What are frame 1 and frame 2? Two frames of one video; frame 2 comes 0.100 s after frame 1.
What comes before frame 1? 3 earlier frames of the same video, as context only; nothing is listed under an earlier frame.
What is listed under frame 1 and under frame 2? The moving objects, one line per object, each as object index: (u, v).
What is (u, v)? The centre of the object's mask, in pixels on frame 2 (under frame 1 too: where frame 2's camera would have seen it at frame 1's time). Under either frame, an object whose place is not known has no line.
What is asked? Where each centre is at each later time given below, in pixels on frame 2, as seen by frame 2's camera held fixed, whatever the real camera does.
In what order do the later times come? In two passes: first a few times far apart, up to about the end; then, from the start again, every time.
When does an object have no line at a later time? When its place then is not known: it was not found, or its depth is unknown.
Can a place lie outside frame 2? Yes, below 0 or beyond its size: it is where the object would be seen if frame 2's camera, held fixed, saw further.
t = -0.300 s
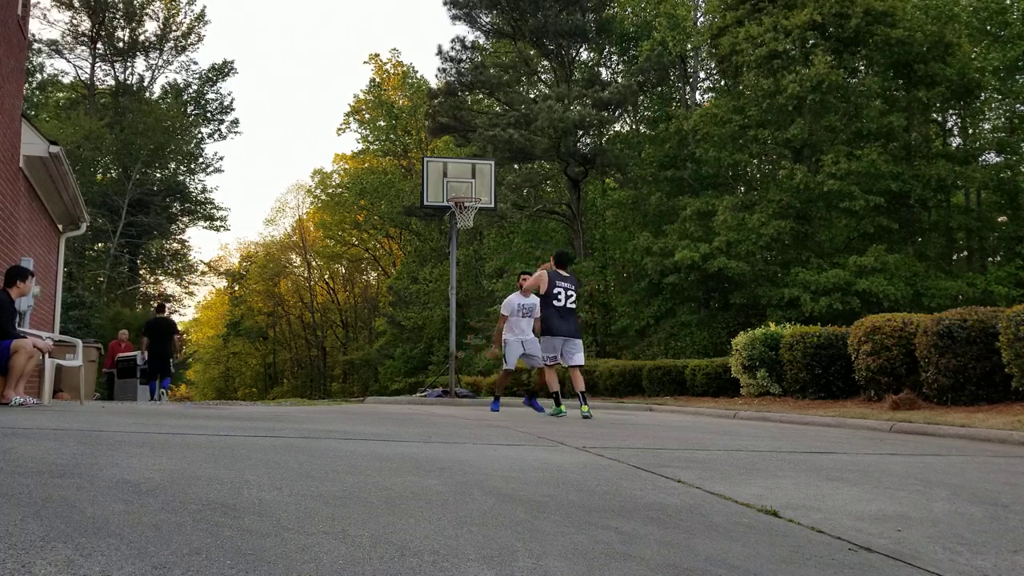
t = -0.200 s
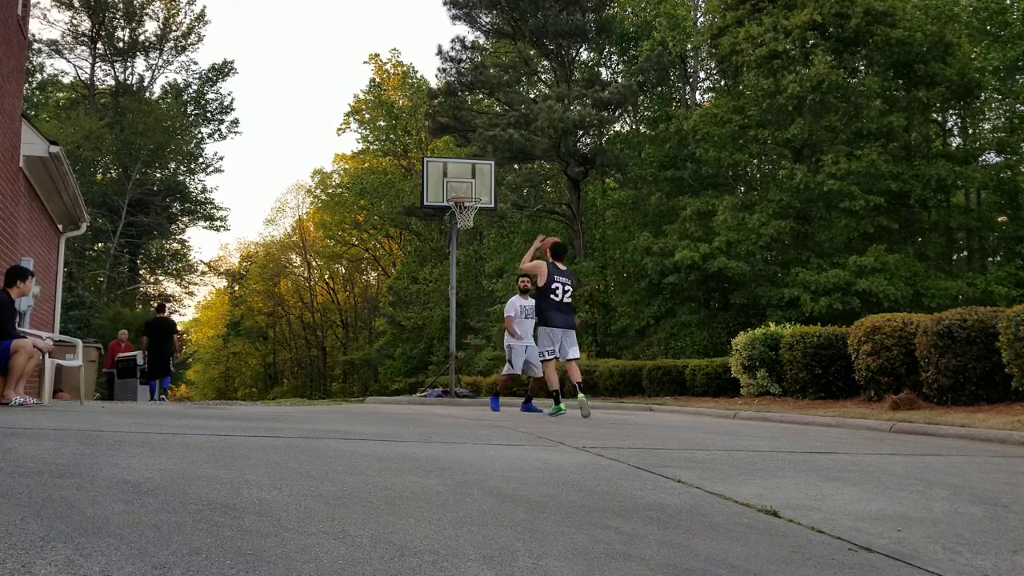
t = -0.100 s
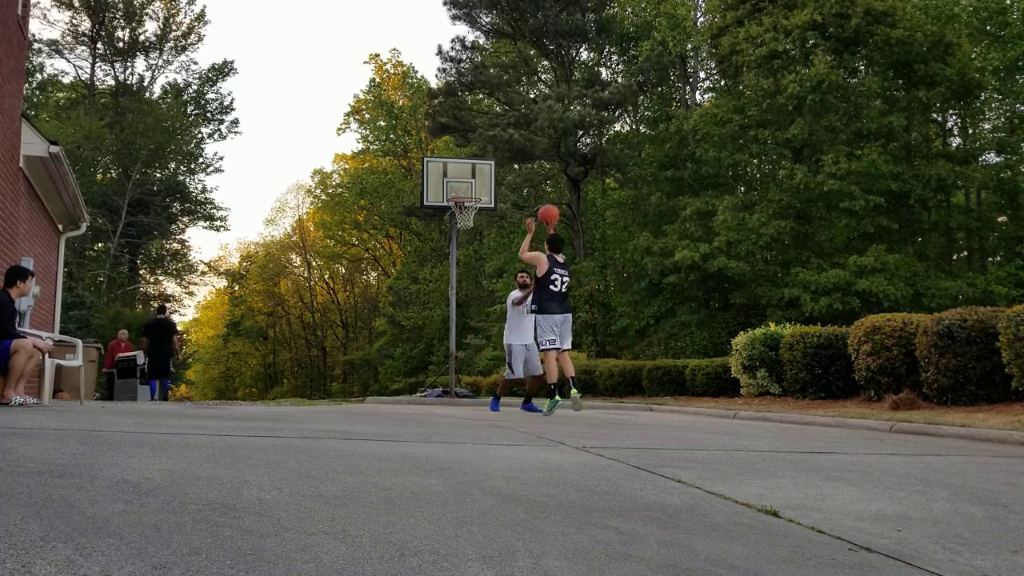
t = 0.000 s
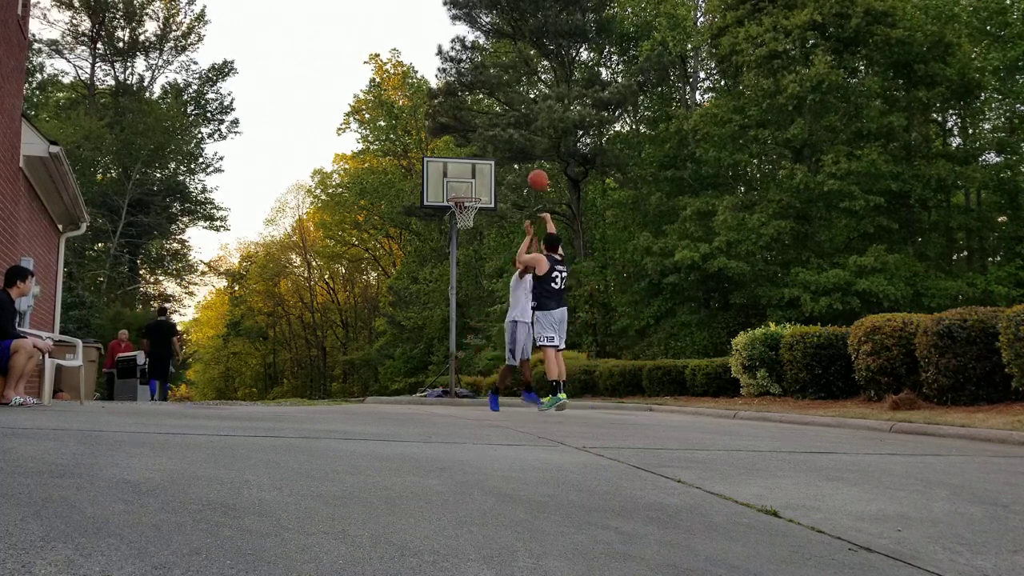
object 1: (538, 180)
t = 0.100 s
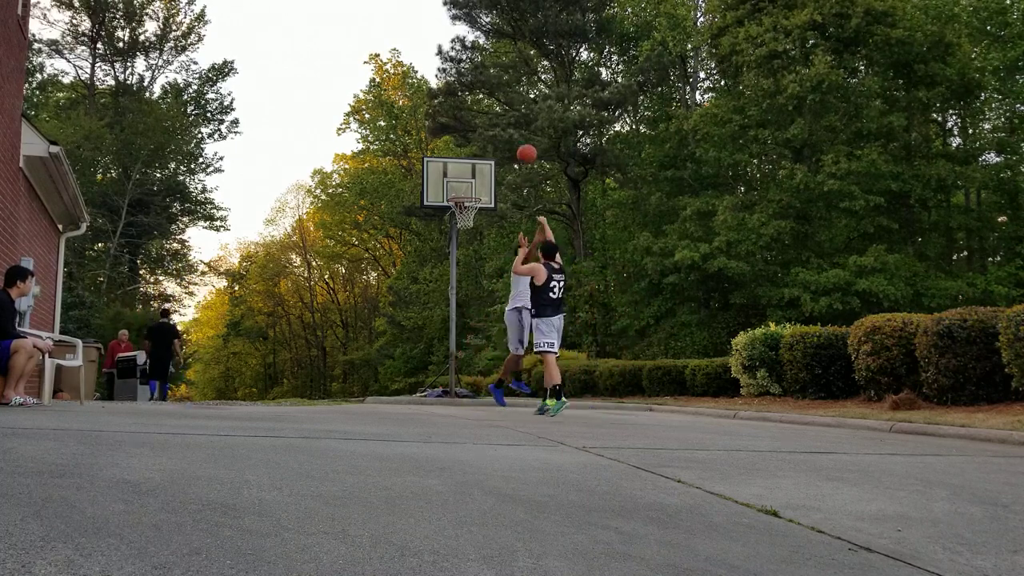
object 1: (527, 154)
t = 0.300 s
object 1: (508, 130)
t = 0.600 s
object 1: (482, 148)
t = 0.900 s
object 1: (464, 187)
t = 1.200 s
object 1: (463, 192)
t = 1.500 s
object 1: (463, 207)
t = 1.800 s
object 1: (456, 265)
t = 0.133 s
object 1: (523, 147)
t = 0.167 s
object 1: (520, 142)
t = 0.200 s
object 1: (517, 137)
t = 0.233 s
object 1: (514, 134)
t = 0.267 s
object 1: (510, 131)
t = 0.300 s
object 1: (508, 130)
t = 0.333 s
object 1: (505, 129)
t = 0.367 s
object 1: (502, 128)
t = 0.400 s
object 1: (499, 129)
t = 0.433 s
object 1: (496, 130)
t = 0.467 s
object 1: (493, 132)
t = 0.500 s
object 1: (490, 135)
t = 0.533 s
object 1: (487, 139)
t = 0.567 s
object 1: (485, 143)
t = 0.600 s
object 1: (482, 148)
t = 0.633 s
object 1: (479, 154)
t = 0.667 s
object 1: (477, 160)
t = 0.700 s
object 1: (475, 168)
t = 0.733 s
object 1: (472, 175)
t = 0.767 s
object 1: (469, 183)
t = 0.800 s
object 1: (467, 190)
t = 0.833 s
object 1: (466, 188)
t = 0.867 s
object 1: (465, 187)
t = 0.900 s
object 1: (464, 187)
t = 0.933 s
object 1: (463, 187)
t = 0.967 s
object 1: (462, 187)
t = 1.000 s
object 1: (461, 189)
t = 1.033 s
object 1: (459, 191)
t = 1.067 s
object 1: (459, 194)
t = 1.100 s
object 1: (458, 194)
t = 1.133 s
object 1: (460, 193)
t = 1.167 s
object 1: (461, 192)
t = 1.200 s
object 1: (463, 192)
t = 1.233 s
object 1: (465, 192)
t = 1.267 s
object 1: (467, 193)
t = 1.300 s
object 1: (469, 194)
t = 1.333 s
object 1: (469, 195)
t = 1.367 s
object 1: (467, 198)
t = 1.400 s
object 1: (467, 198)
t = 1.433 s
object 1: (464, 203)
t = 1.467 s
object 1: (464, 205)
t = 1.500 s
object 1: (463, 207)
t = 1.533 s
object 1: (462, 213)
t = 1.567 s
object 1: (462, 219)
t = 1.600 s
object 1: (460, 224)
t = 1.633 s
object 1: (460, 228)
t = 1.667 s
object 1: (459, 234)
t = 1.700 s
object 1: (459, 241)
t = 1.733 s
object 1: (458, 248)
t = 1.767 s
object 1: (457, 257)
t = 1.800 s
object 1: (456, 265)
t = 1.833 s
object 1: (456, 275)
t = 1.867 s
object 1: (455, 285)
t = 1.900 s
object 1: (454, 296)
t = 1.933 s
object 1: (453, 308)
